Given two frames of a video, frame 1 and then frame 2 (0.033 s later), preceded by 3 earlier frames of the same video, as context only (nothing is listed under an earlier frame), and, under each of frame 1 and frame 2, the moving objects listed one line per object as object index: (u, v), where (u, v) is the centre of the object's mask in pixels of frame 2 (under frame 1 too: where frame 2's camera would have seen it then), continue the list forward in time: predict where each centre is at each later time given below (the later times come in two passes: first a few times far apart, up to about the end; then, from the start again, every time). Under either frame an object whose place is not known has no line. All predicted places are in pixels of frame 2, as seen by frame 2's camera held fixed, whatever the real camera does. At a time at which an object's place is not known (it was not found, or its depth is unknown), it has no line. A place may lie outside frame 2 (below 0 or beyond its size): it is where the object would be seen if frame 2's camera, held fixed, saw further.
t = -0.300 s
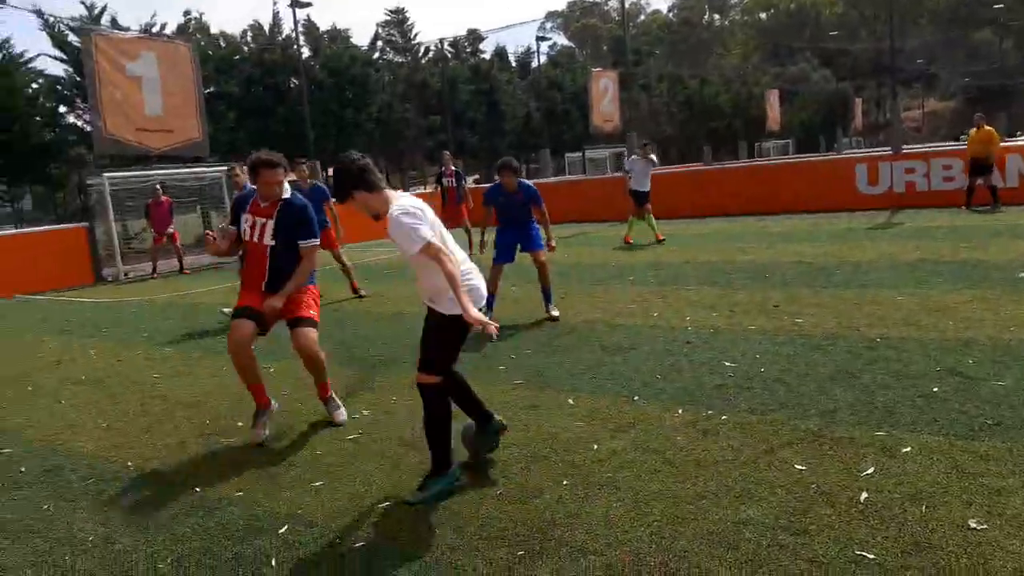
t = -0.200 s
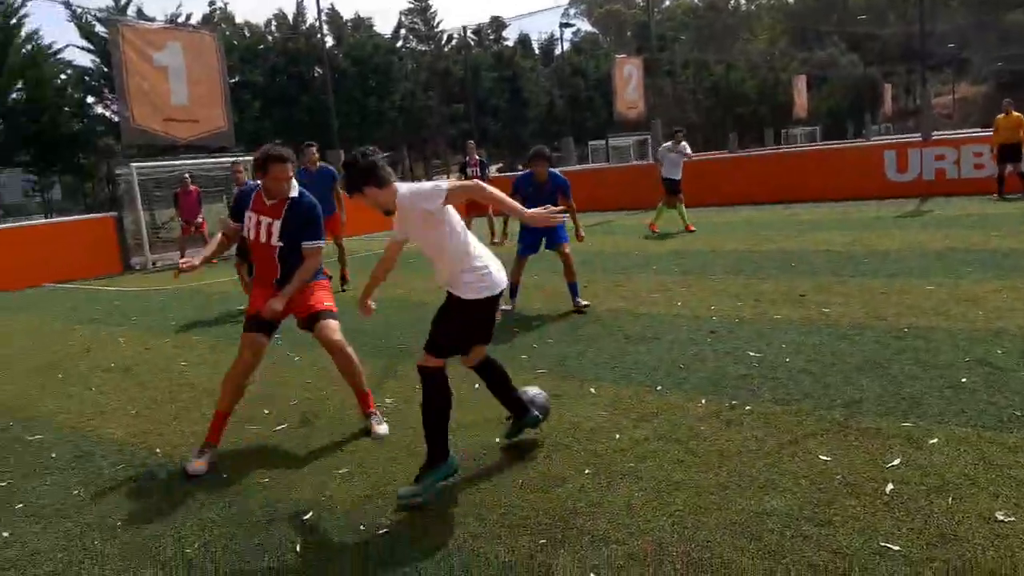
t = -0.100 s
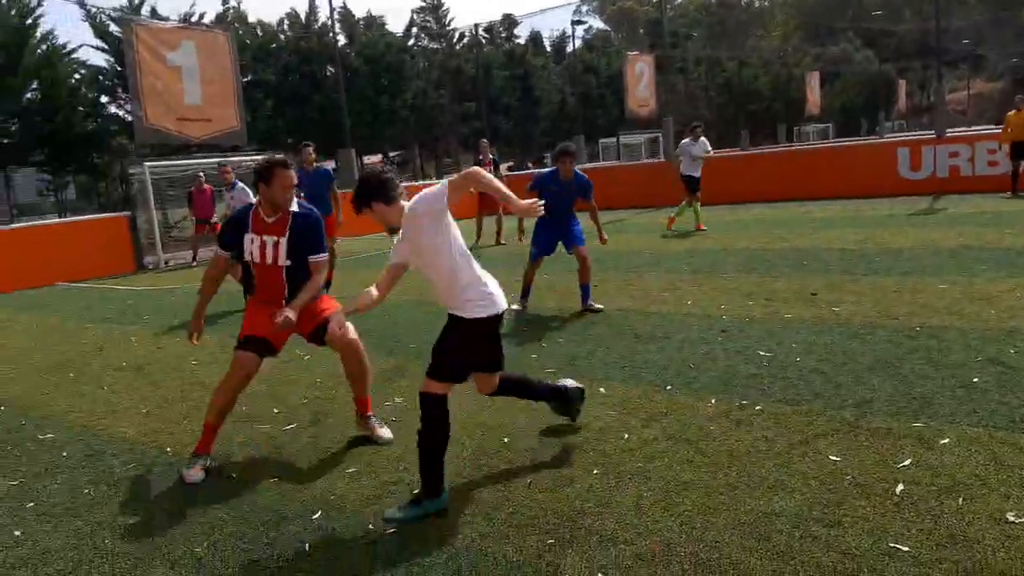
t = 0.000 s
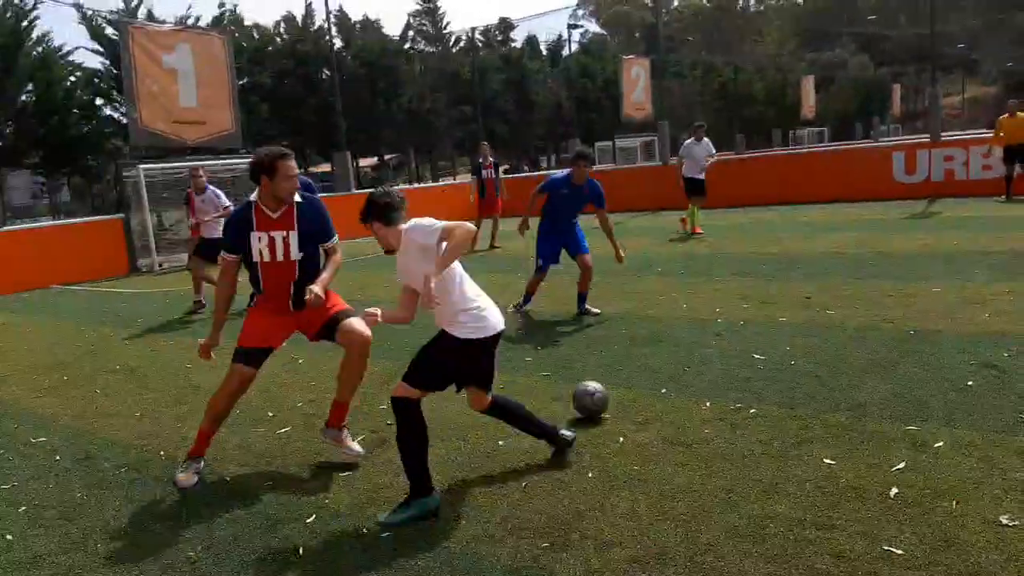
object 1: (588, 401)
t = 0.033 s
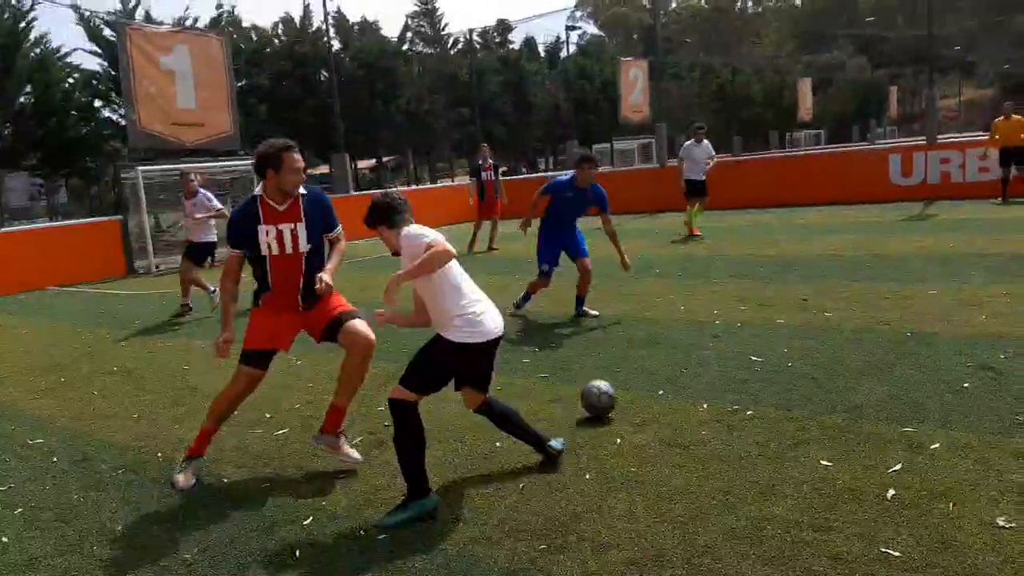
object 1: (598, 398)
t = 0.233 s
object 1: (662, 389)
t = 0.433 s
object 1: (719, 381)
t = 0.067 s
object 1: (609, 398)
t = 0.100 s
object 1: (620, 398)
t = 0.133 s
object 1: (631, 395)
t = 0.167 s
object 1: (642, 393)
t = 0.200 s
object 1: (652, 392)
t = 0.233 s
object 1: (662, 389)
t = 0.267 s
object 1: (673, 388)
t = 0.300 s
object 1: (682, 387)
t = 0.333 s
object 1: (692, 385)
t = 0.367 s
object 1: (701, 385)
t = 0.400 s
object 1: (710, 383)
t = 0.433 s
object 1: (719, 381)
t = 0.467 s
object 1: (729, 379)
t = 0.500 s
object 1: (738, 377)
